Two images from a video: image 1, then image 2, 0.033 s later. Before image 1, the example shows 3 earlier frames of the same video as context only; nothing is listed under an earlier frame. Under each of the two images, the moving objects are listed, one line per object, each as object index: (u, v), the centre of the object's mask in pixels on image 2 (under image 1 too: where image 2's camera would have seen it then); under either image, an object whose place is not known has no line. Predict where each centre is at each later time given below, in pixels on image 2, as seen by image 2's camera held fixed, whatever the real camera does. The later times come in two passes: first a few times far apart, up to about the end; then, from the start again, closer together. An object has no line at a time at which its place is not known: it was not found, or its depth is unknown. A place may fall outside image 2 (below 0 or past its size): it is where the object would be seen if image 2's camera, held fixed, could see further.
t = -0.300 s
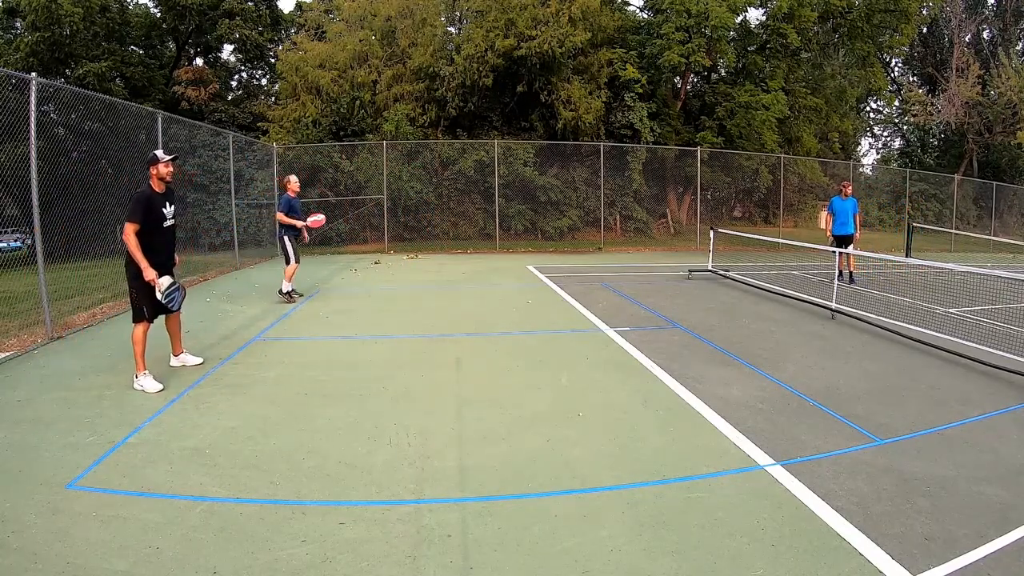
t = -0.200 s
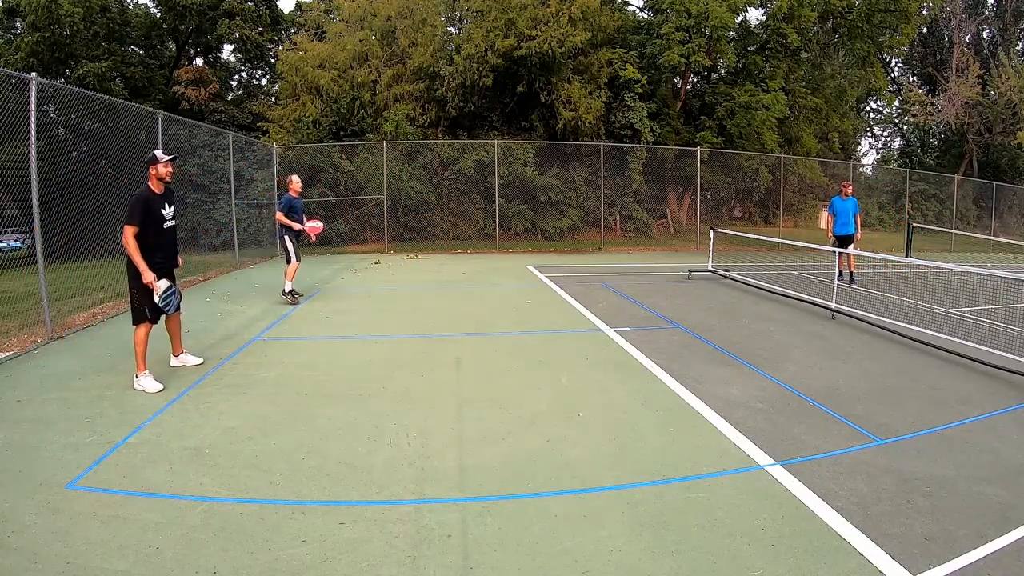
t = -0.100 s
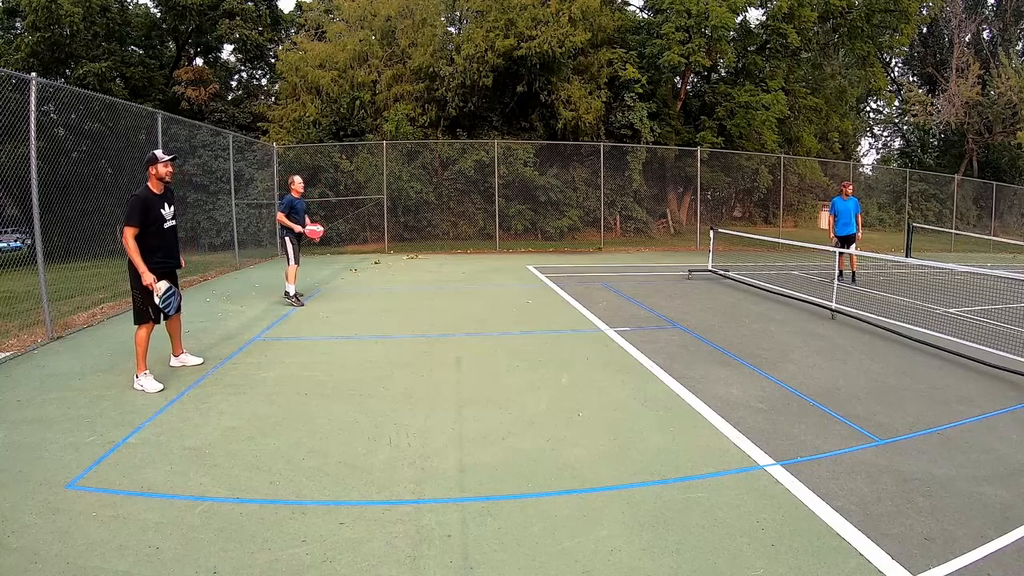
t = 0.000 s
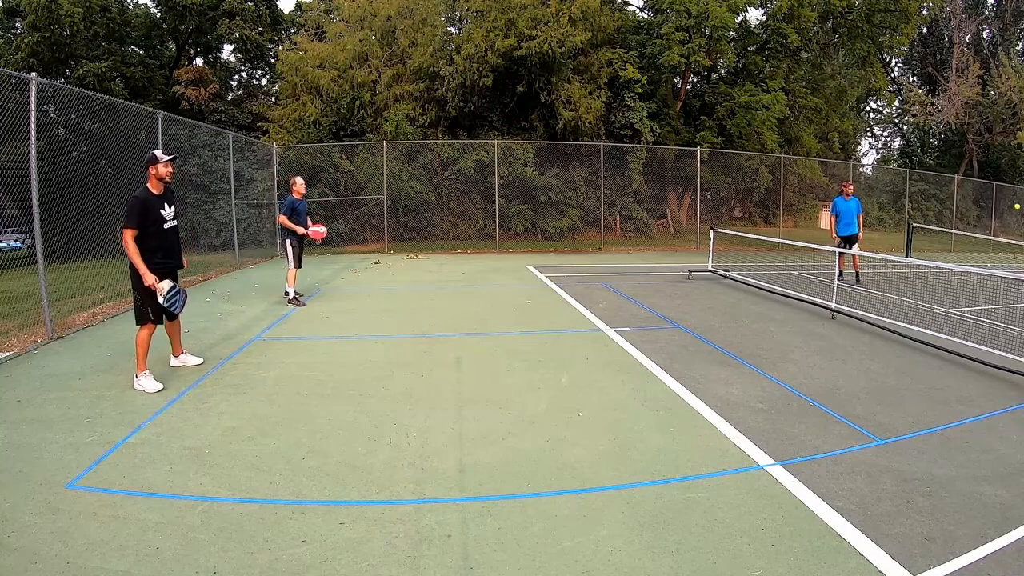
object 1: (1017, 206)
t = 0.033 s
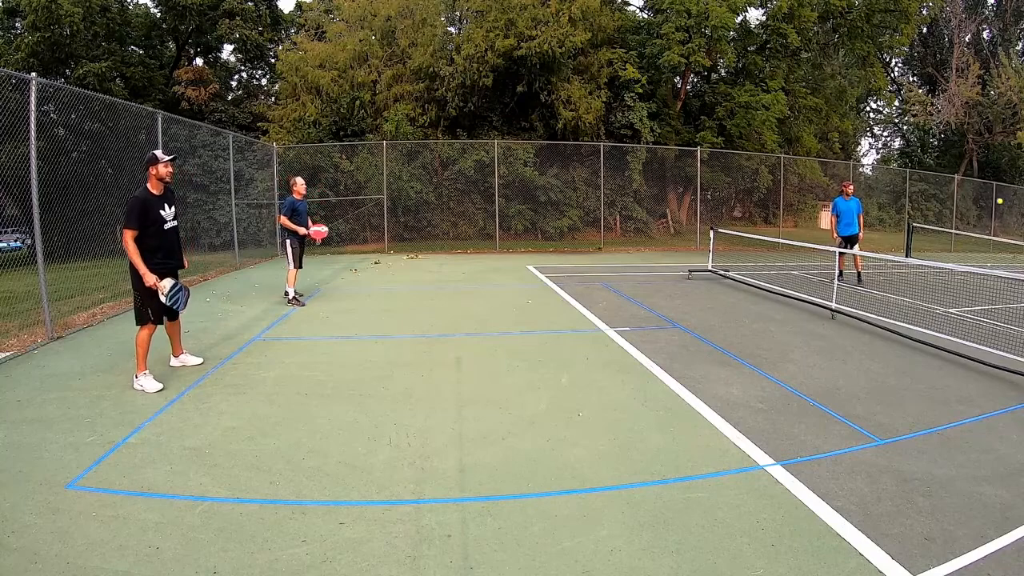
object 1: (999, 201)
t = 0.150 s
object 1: (932, 188)
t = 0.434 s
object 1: (738, 199)
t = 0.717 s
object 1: (529, 274)
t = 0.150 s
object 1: (932, 188)
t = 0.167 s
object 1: (922, 187)
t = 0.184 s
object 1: (911, 186)
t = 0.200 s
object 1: (901, 185)
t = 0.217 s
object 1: (890, 185)
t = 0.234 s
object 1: (880, 184)
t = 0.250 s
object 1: (868, 184)
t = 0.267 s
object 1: (857, 185)
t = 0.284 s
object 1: (846, 185)
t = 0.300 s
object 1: (834, 186)
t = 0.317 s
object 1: (823, 186)
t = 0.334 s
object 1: (811, 188)
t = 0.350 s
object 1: (799, 189)
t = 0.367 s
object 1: (787, 191)
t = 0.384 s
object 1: (775, 192)
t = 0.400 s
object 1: (762, 195)
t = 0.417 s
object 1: (751, 197)
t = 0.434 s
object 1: (738, 199)
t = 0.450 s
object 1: (726, 202)
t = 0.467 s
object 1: (713, 205)
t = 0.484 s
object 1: (701, 208)
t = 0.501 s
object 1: (688, 211)
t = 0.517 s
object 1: (676, 215)
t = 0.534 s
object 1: (663, 219)
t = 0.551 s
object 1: (651, 223)
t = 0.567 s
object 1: (638, 227)
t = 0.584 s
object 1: (626, 232)
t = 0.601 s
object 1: (613, 236)
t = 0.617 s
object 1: (601, 242)
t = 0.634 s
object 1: (589, 246)
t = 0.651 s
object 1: (576, 252)
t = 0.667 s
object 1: (565, 257)
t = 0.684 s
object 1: (552, 262)
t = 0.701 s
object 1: (541, 269)
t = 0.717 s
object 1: (529, 274)
